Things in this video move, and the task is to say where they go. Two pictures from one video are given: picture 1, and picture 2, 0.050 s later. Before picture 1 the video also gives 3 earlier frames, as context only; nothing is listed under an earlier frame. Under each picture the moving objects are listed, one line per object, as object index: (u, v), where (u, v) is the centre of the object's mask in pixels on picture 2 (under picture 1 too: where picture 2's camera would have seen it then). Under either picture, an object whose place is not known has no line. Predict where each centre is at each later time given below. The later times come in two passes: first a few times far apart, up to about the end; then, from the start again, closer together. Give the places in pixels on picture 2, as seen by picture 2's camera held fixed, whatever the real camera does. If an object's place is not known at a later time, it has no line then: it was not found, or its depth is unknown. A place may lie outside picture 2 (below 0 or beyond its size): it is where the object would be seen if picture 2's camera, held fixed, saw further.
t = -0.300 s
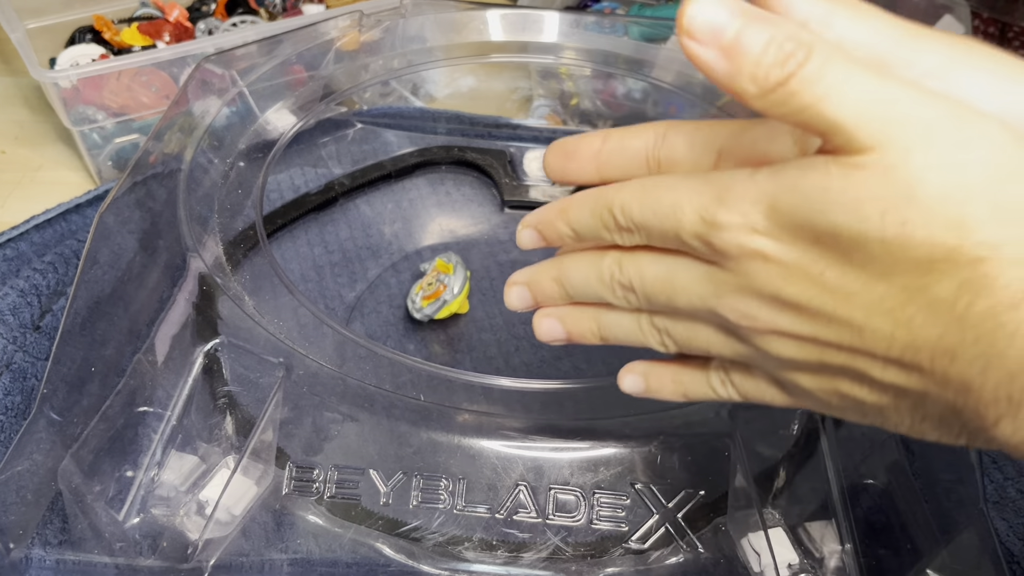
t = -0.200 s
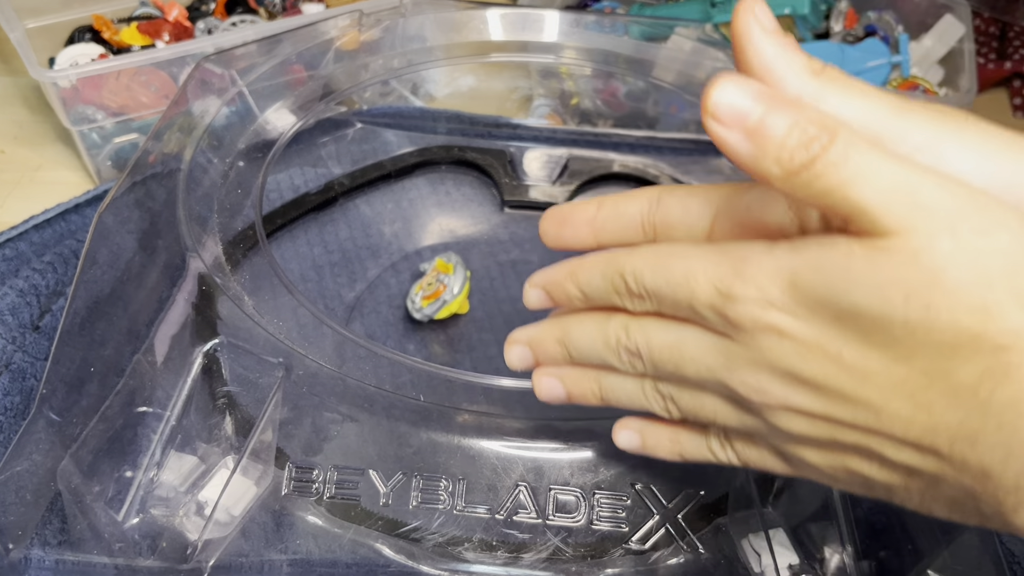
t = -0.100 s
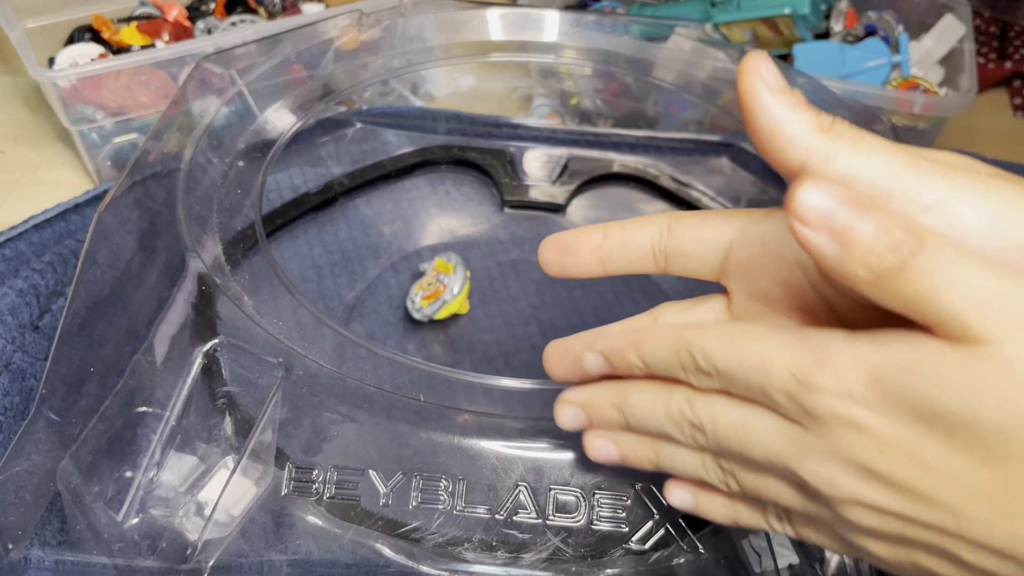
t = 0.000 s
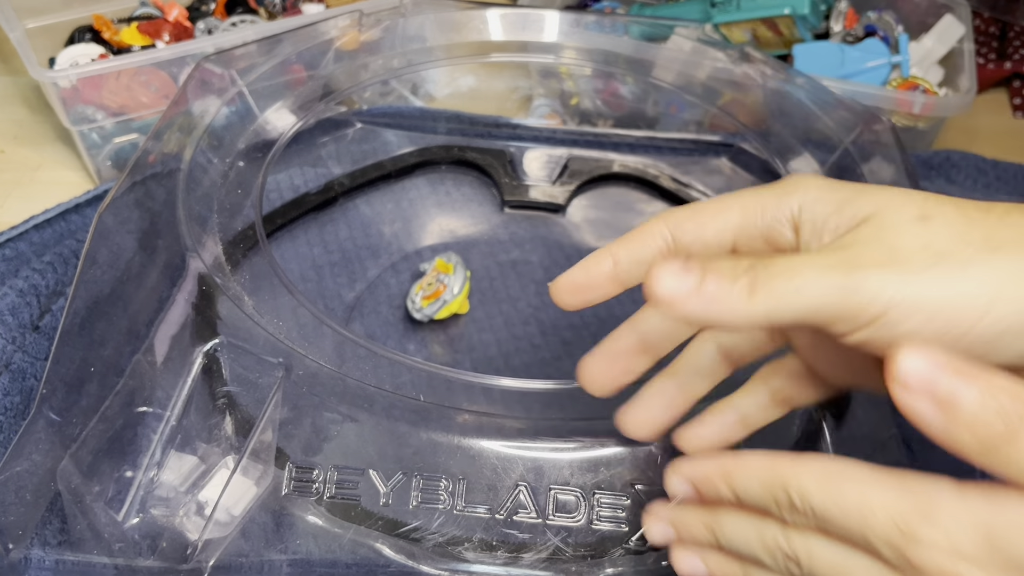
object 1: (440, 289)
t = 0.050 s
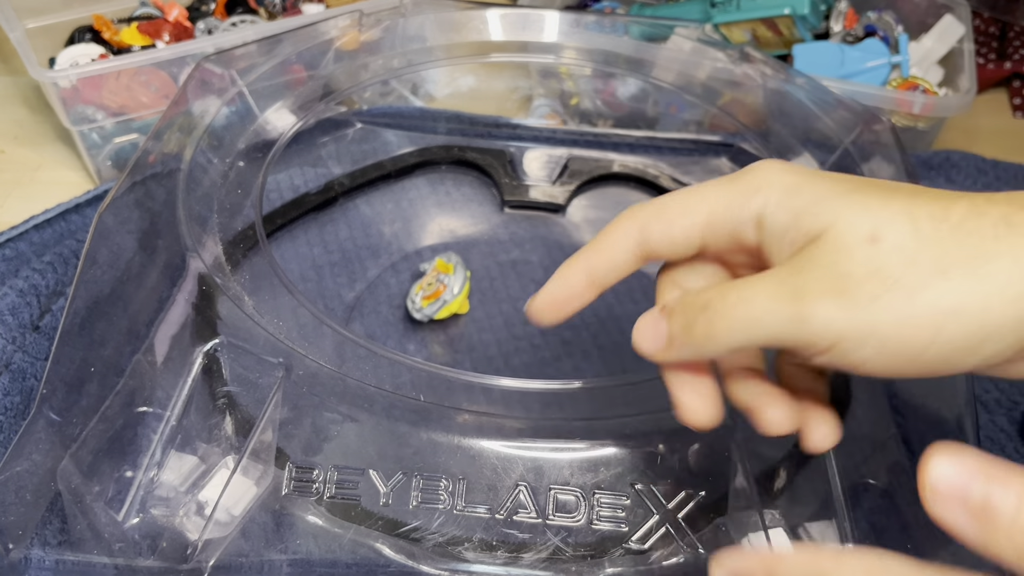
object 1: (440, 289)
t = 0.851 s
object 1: (441, 289)
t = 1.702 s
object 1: (450, 301)
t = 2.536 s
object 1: (454, 308)
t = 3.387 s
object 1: (455, 309)
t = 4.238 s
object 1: (455, 309)
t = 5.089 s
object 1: (457, 310)
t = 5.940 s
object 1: (457, 310)
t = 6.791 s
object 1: (457, 310)
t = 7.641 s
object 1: (457, 310)
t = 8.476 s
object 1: (504, 324)
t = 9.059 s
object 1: (500, 326)
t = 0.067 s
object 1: (440, 289)
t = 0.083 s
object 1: (440, 289)
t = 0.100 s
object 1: (440, 289)
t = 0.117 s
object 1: (440, 289)
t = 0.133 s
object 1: (440, 289)
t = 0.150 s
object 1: (440, 289)
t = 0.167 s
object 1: (440, 289)
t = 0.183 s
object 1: (440, 289)
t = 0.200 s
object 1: (440, 289)
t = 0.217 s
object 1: (440, 289)
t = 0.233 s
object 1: (440, 289)
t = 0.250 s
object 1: (440, 289)
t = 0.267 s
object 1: (440, 289)
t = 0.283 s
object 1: (440, 289)
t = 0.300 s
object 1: (440, 289)
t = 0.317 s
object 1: (440, 289)
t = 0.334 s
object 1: (440, 289)
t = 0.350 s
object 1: (440, 289)
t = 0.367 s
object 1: (440, 289)
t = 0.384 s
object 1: (440, 289)
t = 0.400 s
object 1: (440, 289)
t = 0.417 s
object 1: (440, 289)
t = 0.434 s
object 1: (441, 289)
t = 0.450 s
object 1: (441, 289)
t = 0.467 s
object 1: (441, 289)
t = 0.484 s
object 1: (441, 289)
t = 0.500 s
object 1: (441, 289)
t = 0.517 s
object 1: (441, 289)
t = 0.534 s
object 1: (441, 289)
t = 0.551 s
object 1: (441, 289)
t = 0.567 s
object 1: (441, 289)
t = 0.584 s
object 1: (441, 289)
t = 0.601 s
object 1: (441, 289)
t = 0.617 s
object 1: (441, 289)
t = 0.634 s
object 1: (441, 289)
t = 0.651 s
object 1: (441, 289)
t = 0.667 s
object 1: (441, 289)
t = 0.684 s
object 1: (441, 289)
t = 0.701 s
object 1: (441, 289)
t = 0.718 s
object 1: (441, 289)
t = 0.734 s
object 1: (441, 289)
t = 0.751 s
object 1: (441, 289)
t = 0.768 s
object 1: (441, 289)
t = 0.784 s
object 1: (441, 289)
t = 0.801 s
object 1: (441, 289)
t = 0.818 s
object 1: (441, 289)
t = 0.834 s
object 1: (441, 289)
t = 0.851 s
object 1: (441, 289)
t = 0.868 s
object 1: (441, 289)
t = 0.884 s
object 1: (441, 290)
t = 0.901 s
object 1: (441, 290)
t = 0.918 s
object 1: (441, 290)
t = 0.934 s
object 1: (441, 290)
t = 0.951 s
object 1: (441, 290)
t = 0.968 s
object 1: (441, 290)
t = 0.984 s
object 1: (441, 289)
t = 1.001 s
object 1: (441, 289)
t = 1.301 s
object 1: (444, 292)
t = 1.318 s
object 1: (444, 295)
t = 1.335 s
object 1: (445, 297)
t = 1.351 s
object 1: (446, 297)
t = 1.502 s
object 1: (450, 300)
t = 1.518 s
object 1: (450, 300)
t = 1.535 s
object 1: (450, 300)
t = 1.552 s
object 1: (450, 300)
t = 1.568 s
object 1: (451, 299)
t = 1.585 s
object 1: (451, 299)
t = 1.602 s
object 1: (451, 299)
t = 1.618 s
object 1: (451, 299)
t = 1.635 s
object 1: (451, 299)
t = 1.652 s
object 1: (451, 300)
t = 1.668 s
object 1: (451, 300)
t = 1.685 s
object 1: (450, 300)
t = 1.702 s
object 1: (450, 301)
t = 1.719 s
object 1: (451, 301)
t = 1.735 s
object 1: (451, 301)
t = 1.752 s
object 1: (451, 302)
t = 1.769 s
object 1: (451, 302)
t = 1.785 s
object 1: (452, 302)
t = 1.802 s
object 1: (452, 302)
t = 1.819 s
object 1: (452, 303)
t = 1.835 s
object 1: (452, 303)
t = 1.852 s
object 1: (452, 304)
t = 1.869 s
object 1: (452, 305)
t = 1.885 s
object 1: (452, 306)
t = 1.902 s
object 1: (452, 307)
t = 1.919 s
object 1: (452, 307)
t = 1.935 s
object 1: (453, 308)
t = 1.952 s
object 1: (453, 308)
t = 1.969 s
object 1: (453, 309)
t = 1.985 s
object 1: (453, 309)
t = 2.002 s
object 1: (453, 309)
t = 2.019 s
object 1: (453, 309)
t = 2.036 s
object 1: (453, 309)
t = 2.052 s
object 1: (453, 309)
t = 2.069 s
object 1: (453, 309)
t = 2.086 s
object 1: (453, 308)
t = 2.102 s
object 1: (453, 308)
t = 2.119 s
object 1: (453, 308)
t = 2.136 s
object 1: (454, 307)
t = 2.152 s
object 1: (454, 306)
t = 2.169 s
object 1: (454, 306)
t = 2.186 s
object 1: (455, 305)
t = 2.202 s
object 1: (455, 305)
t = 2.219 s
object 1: (455, 305)
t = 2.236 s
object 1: (455, 305)
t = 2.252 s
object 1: (455, 305)
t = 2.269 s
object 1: (455, 304)
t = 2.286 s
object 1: (455, 304)
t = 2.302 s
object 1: (455, 305)
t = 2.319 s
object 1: (455, 305)
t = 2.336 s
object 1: (455, 305)
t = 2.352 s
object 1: (455, 305)
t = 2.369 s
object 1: (455, 306)
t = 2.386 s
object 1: (454, 306)
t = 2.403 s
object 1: (454, 306)
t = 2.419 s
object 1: (454, 307)
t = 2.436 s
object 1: (454, 308)
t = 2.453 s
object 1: (454, 308)
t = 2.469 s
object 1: (454, 309)
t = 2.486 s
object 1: (454, 309)
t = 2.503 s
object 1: (454, 309)
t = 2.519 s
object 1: (454, 309)
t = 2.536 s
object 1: (454, 308)
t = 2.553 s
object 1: (454, 308)
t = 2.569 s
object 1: (454, 307)
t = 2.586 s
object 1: (454, 307)
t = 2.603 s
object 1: (455, 306)
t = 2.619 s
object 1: (455, 306)
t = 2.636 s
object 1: (455, 306)
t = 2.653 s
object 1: (455, 306)
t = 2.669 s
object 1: (455, 306)
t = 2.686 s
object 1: (455, 306)
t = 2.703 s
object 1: (455, 306)
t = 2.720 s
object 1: (455, 306)
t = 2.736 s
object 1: (455, 307)
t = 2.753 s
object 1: (454, 307)
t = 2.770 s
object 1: (454, 307)
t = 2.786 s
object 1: (454, 308)
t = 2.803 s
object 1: (454, 308)
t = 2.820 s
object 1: (454, 309)
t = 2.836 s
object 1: (455, 309)
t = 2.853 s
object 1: (455, 309)
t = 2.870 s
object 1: (455, 309)
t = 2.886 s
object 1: (455, 308)
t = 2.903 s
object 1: (455, 308)
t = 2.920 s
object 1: (455, 308)
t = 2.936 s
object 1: (455, 308)
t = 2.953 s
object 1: (455, 307)
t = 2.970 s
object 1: (455, 307)
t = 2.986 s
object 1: (455, 307)
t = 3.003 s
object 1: (455, 308)
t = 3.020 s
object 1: (455, 308)
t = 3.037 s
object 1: (455, 308)
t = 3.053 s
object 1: (455, 309)
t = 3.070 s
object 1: (455, 309)
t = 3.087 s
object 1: (455, 309)
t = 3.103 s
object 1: (455, 309)
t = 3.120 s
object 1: (455, 309)
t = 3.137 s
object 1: (455, 308)
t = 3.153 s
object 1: (455, 308)
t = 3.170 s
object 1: (455, 308)
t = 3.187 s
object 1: (455, 308)
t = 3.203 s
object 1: (455, 308)
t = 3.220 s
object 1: (455, 309)
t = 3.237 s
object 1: (455, 309)
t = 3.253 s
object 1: (455, 309)
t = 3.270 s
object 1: (455, 309)
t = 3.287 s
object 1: (455, 309)
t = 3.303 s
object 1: (455, 309)
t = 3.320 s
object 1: (455, 309)
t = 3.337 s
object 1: (455, 309)
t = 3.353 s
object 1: (455, 309)
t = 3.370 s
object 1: (455, 309)
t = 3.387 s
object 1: (455, 309)
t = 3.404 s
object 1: (455, 309)
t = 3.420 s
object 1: (455, 309)
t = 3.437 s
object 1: (455, 309)
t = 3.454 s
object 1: (455, 309)
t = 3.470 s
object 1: (455, 309)
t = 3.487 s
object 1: (455, 309)
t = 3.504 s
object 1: (455, 309)
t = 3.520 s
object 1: (455, 309)
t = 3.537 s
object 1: (455, 309)
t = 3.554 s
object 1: (455, 309)
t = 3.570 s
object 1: (455, 309)
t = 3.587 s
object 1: (455, 309)
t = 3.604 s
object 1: (455, 309)
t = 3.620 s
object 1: (455, 309)
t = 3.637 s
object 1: (455, 309)
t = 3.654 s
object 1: (455, 309)
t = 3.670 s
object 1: (455, 309)
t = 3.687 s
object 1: (455, 309)
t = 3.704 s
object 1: (455, 309)
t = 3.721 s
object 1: (455, 309)
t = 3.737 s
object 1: (455, 309)
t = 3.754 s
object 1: (455, 309)
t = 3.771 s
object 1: (455, 309)
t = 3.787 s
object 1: (455, 309)
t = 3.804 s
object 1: (455, 309)
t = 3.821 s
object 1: (455, 309)
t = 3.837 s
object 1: (455, 309)
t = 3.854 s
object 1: (455, 309)
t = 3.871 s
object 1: (455, 309)
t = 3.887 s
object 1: (455, 309)
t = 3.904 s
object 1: (455, 309)
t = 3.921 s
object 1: (455, 309)
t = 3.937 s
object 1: (455, 309)
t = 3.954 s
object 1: (455, 309)
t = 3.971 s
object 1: (455, 309)
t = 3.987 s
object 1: (455, 309)
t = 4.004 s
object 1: (455, 309)
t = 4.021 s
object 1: (455, 309)
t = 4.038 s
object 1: (455, 309)
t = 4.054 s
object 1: (455, 309)
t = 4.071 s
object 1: (455, 309)
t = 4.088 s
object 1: (455, 309)
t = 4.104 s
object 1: (455, 309)
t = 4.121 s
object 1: (455, 309)
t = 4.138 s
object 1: (455, 309)
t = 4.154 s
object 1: (455, 309)
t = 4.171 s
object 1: (455, 309)
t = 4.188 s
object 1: (455, 309)
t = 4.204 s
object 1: (455, 309)
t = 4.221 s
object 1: (455, 309)
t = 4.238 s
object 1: (455, 309)
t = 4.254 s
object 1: (456, 309)
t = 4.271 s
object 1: (456, 309)
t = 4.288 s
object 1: (456, 309)
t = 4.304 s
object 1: (456, 309)
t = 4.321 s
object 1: (456, 309)
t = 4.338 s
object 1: (456, 309)
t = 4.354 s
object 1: (456, 309)
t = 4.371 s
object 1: (456, 309)
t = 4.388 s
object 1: (456, 309)
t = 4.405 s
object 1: (456, 309)
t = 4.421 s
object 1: (456, 309)
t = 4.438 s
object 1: (455, 311)
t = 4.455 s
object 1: (456, 309)
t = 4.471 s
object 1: (456, 309)
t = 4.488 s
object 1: (456, 309)
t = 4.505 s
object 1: (456, 310)
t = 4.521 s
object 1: (456, 310)
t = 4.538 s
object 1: (456, 310)
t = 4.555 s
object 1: (456, 310)
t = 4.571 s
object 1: (456, 310)
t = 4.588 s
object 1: (456, 310)
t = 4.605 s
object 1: (456, 310)
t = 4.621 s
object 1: (456, 310)
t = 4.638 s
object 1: (456, 310)
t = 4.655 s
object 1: (456, 310)
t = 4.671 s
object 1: (456, 310)
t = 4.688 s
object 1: (456, 310)
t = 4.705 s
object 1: (457, 310)
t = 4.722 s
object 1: (456, 310)
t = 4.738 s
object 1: (456, 310)
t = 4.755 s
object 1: (456, 310)
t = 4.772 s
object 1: (456, 310)
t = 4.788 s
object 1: (456, 310)
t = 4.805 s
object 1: (456, 310)
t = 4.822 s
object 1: (456, 309)
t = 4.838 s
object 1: (456, 310)
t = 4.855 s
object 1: (457, 310)
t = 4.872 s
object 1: (457, 310)
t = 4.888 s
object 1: (457, 310)
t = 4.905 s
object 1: (457, 310)
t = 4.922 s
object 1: (457, 310)
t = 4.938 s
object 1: (457, 310)
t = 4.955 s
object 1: (457, 310)
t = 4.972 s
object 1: (457, 310)
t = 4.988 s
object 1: (457, 310)
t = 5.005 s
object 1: (457, 310)
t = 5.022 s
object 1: (457, 310)
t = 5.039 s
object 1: (457, 310)
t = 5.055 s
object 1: (457, 310)
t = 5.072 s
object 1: (457, 310)
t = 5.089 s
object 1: (457, 310)
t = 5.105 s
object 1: (457, 310)
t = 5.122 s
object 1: (457, 310)
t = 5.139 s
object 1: (457, 310)
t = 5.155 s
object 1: (457, 310)
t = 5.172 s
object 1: (457, 310)
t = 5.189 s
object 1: (457, 310)
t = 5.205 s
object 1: (457, 310)
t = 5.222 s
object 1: (457, 310)
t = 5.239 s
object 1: (457, 310)
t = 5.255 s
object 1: (457, 310)
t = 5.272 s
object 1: (457, 310)
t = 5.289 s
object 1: (457, 310)
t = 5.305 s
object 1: (457, 310)
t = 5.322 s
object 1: (457, 310)
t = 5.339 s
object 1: (457, 310)
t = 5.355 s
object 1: (457, 310)
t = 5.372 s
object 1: (457, 310)
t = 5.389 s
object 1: (457, 310)
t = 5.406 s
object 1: (457, 310)
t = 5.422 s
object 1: (457, 310)
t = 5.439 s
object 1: (457, 310)
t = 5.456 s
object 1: (457, 310)
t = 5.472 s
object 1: (457, 310)
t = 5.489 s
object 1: (457, 310)
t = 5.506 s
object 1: (457, 310)
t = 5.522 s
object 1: (457, 310)
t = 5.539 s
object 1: (457, 310)
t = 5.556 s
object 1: (457, 310)
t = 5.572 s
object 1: (457, 310)
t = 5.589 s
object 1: (457, 310)
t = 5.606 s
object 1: (457, 310)
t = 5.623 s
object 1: (457, 310)
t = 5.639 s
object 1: (457, 310)
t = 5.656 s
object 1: (457, 310)
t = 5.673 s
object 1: (457, 310)
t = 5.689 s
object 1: (457, 310)
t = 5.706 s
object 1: (457, 310)
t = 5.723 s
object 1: (457, 310)
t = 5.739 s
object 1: (457, 310)
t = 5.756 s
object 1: (457, 310)
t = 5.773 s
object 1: (457, 310)
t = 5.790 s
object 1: (457, 310)
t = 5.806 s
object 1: (457, 310)
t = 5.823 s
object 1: (457, 310)
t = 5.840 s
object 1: (457, 310)
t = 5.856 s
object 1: (457, 310)
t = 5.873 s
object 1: (457, 310)
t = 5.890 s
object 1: (457, 310)
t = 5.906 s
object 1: (457, 310)
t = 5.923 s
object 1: (457, 310)
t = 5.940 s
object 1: (457, 310)
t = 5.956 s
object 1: (457, 310)
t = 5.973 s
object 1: (457, 310)
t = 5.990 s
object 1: (457, 310)
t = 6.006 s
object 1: (457, 310)
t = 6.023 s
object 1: (457, 310)
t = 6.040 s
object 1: (457, 310)
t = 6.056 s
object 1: (457, 310)
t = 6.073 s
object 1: (457, 310)
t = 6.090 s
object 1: (457, 310)
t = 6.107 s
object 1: (457, 310)
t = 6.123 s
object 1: (457, 310)
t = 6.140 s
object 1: (457, 310)
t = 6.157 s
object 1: (457, 310)
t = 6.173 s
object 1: (457, 310)
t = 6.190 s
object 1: (457, 310)
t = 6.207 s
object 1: (457, 310)
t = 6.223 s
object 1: (457, 310)
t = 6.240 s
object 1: (457, 310)
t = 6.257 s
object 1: (457, 310)
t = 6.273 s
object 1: (457, 310)
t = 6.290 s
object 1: (457, 310)
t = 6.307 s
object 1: (457, 310)
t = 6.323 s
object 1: (457, 310)
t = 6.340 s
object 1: (457, 310)
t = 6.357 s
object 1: (457, 310)
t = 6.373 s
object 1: (457, 310)
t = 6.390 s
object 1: (457, 310)
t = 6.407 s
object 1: (457, 310)
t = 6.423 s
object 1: (457, 310)
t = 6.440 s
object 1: (457, 310)
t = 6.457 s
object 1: (457, 310)
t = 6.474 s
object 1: (457, 310)
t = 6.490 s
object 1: (457, 310)
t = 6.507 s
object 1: (457, 310)
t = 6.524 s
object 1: (457, 310)
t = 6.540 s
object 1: (457, 310)
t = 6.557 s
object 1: (457, 310)
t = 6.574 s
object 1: (457, 310)
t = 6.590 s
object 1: (457, 310)
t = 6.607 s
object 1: (457, 310)
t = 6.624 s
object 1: (457, 310)
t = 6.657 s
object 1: (457, 310)
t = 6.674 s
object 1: (457, 310)
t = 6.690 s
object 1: (457, 310)
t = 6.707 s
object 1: (457, 310)
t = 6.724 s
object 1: (457, 310)
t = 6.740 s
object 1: (457, 310)
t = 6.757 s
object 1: (457, 310)
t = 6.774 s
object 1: (457, 310)
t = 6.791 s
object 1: (457, 310)
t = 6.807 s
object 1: (457, 310)
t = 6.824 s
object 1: (457, 310)
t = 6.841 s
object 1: (457, 310)
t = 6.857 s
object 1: (457, 310)
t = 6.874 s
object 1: (457, 310)
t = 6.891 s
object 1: (457, 310)
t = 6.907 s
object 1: (457, 310)
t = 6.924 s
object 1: (457, 310)
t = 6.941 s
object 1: (457, 310)
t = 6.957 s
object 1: (457, 310)
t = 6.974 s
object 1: (457, 310)
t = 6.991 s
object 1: (457, 310)
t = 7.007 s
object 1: (457, 310)
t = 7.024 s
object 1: (457, 310)
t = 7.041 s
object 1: (457, 310)
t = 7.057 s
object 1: (457, 310)
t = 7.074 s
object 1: (457, 310)
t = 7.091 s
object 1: (457, 310)
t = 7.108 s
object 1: (457, 310)
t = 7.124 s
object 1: (457, 310)
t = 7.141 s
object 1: (457, 310)
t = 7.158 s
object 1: (457, 310)
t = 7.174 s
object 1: (457, 310)
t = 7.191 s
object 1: (457, 310)
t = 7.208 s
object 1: (457, 310)
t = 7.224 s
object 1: (457, 310)
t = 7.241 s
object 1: (457, 310)
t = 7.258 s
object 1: (457, 310)
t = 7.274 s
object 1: (457, 310)
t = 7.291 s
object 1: (457, 310)
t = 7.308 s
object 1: (457, 310)
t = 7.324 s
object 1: (457, 310)
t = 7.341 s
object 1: (457, 310)
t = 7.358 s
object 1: (457, 310)
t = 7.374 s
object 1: (457, 310)
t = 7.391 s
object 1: (457, 310)
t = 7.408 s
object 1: (457, 310)
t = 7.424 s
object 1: (457, 310)
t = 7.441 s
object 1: (457, 310)
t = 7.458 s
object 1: (457, 310)
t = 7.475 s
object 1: (457, 310)
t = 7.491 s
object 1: (457, 310)
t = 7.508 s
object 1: (457, 310)
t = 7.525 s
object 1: (457, 310)
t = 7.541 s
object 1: (457, 310)
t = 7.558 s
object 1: (457, 310)
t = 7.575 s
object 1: (457, 310)
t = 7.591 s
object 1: (457, 310)
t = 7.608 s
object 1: (457, 310)
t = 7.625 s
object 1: (457, 310)
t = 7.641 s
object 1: (457, 310)
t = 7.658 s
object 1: (457, 310)
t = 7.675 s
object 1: (457, 310)
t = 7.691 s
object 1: (457, 310)
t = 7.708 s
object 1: (457, 310)
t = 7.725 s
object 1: (457, 310)
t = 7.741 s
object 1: (458, 310)
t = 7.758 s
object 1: (461, 310)
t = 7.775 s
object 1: (463, 311)
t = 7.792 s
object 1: (464, 313)
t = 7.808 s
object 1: (465, 314)
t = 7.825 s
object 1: (466, 314)
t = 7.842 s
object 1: (466, 314)
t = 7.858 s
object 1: (466, 314)
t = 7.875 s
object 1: (466, 314)
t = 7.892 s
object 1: (467, 314)
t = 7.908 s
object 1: (467, 314)
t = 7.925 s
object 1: (466, 314)
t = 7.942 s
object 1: (466, 314)
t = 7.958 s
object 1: (466, 314)
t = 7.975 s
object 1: (467, 314)
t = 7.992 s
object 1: (467, 314)
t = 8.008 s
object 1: (467, 314)
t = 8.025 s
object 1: (467, 314)
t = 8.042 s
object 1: (467, 314)
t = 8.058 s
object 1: (467, 314)
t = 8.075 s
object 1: (467, 314)
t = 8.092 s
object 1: (467, 314)
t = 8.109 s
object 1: (467, 314)
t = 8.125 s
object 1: (467, 314)
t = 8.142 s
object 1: (467, 314)
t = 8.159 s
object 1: (467, 314)
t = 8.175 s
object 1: (467, 314)
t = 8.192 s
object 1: (466, 314)
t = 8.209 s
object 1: (468, 311)
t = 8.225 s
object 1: (471, 309)
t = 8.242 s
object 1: (474, 309)
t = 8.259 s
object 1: (477, 313)
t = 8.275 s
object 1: (480, 318)
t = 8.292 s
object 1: (484, 320)
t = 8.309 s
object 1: (487, 322)
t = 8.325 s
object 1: (490, 324)
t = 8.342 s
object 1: (493, 325)
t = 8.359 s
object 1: (495, 325)
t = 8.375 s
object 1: (497, 325)
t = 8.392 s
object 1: (499, 325)
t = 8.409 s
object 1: (500, 325)
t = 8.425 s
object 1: (501, 325)
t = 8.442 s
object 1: (502, 325)
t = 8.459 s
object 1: (503, 324)
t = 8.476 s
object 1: (504, 324)
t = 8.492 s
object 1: (504, 324)
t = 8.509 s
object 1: (504, 324)
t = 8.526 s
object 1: (503, 324)
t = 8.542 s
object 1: (502, 325)
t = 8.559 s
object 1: (502, 325)
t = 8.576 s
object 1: (501, 325)
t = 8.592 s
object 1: (500, 326)
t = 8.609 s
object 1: (500, 326)
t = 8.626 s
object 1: (499, 326)
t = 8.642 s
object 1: (499, 327)
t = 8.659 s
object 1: (498, 327)
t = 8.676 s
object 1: (498, 328)
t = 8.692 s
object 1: (497, 328)
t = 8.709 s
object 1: (497, 328)
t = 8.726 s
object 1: (496, 328)
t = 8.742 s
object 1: (496, 328)
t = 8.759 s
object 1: (496, 329)
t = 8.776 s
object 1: (496, 329)
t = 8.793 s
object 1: (496, 329)
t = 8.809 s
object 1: (496, 329)
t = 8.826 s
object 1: (496, 329)
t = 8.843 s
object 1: (497, 329)
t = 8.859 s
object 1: (497, 329)
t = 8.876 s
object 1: (497, 328)
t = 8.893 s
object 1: (498, 328)
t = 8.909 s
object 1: (498, 328)
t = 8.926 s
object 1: (498, 327)
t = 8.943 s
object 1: (499, 327)
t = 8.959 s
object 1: (499, 327)
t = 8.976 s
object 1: (499, 327)
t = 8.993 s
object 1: (500, 327)
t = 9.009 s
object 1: (500, 327)
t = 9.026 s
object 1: (500, 326)
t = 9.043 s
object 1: (501, 326)
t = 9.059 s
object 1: (500, 326)
